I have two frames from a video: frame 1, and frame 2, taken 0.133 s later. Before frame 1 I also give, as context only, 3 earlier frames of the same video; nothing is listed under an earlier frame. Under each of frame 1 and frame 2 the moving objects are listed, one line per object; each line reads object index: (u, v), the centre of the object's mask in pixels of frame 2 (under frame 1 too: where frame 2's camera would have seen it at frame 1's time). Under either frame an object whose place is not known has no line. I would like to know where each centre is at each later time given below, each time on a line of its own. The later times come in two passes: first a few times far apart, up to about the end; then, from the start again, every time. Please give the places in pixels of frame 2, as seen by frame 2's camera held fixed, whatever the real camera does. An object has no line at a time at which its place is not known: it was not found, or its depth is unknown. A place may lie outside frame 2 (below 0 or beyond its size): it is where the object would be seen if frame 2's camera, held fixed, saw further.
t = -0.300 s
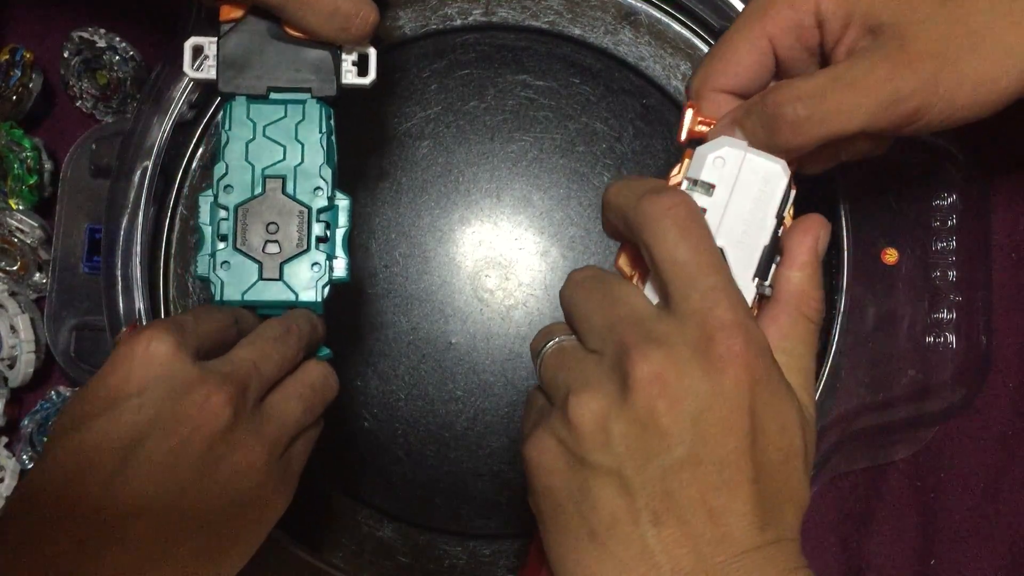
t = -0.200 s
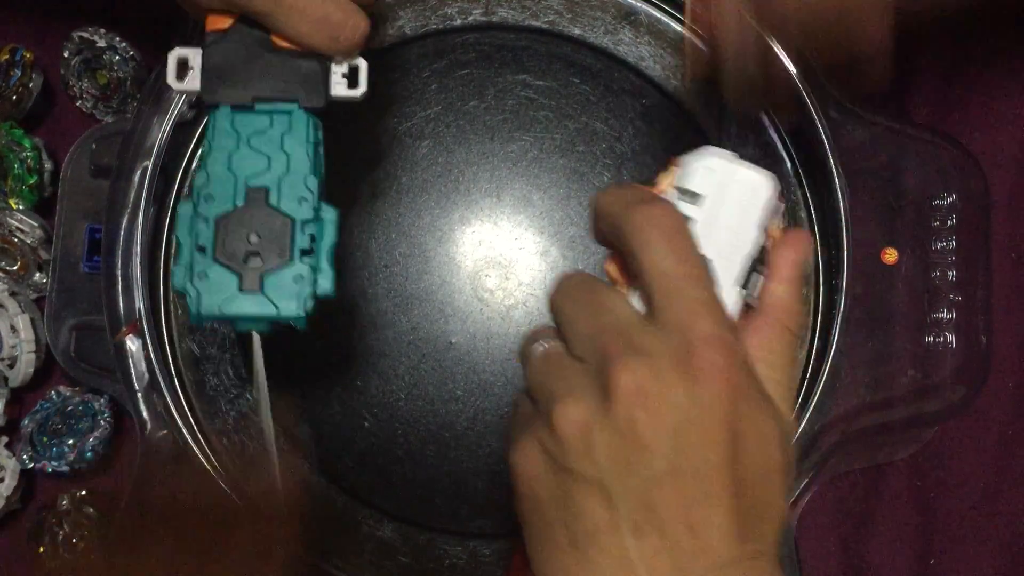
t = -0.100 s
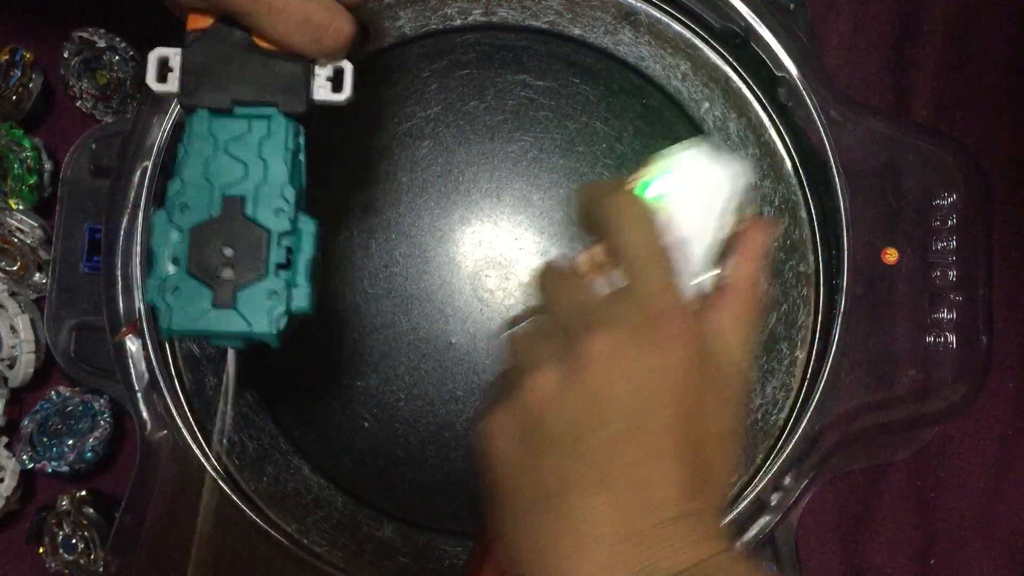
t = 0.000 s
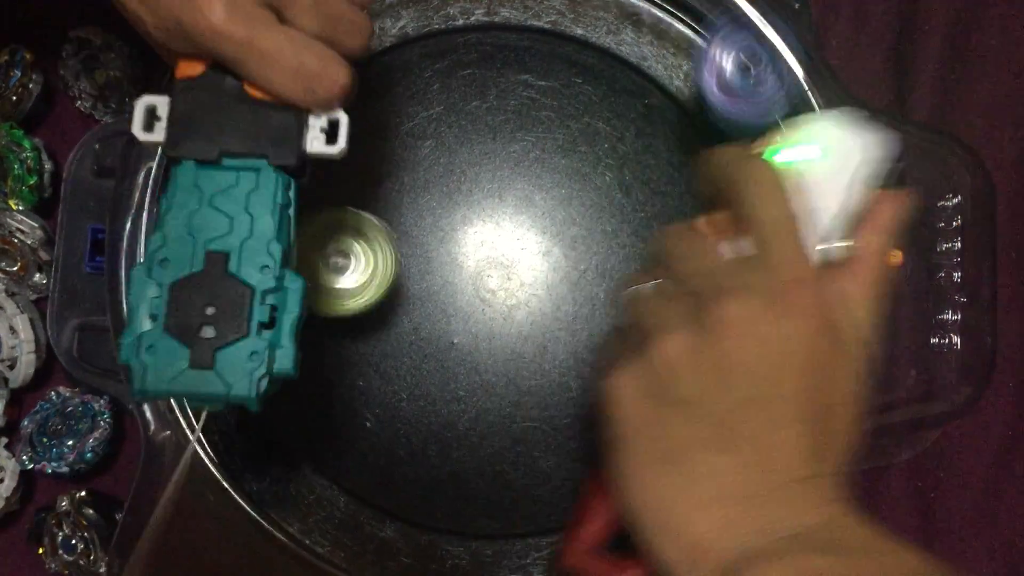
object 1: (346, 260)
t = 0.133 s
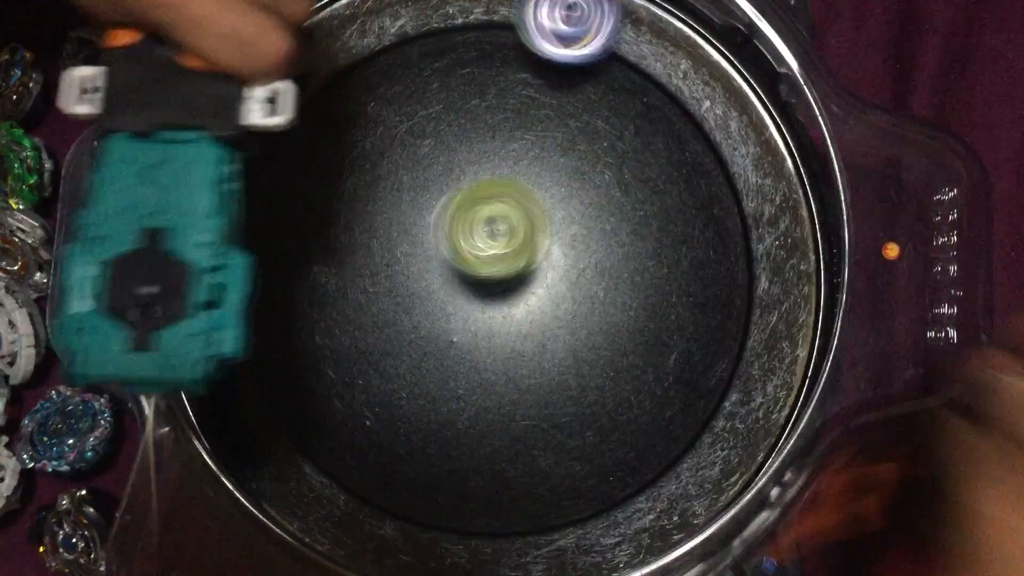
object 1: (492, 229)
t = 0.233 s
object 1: (587, 206)
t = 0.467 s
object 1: (578, 172)
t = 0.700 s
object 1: (419, 217)
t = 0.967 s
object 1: (468, 272)
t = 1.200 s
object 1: (515, 279)
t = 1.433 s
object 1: (504, 244)
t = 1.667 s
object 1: (508, 257)
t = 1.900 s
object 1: (509, 272)
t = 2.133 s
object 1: (451, 186)
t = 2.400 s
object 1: (399, 228)
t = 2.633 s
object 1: (368, 316)
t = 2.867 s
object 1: (412, 336)
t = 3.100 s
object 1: (438, 350)
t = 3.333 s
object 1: (488, 327)
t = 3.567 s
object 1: (510, 398)
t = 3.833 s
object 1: (637, 459)
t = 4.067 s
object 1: (625, 283)
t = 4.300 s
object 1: (569, 192)
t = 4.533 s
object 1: (454, 244)
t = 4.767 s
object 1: (452, 301)
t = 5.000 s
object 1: (497, 303)
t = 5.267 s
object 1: (382, 295)
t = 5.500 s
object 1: (439, 289)
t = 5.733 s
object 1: (431, 288)
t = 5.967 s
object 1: (434, 243)
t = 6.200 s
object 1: (465, 234)
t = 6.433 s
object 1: (436, 136)
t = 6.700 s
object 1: (420, 157)
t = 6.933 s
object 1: (479, 224)
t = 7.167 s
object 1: (542, 255)
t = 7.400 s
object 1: (566, 276)
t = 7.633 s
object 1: (561, 307)
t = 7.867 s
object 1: (505, 318)
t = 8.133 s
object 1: (467, 293)
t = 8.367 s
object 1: (471, 268)
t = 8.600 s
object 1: (479, 248)
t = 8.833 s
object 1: (495, 254)
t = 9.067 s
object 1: (503, 261)
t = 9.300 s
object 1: (500, 273)
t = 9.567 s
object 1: (515, 257)
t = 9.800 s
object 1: (500, 256)
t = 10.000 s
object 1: (541, 263)
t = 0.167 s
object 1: (537, 229)
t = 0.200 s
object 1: (563, 216)
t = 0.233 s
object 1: (587, 206)
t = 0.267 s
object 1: (606, 198)
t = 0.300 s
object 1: (620, 193)
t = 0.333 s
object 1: (627, 189)
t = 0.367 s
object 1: (626, 184)
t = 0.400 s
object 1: (617, 180)
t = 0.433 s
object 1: (601, 175)
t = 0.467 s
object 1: (578, 172)
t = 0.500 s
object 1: (552, 171)
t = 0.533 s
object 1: (524, 174)
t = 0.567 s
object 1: (496, 180)
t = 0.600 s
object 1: (470, 188)
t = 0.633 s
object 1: (449, 197)
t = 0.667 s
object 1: (431, 207)
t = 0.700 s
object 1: (419, 217)
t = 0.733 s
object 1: (412, 228)
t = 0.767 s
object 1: (409, 237)
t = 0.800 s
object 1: (412, 244)
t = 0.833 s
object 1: (418, 252)
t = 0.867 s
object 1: (428, 258)
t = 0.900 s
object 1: (440, 264)
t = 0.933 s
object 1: (454, 268)
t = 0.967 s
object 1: (468, 272)
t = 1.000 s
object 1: (480, 275)
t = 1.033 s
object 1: (490, 278)
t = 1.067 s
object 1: (500, 280)
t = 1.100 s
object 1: (507, 281)
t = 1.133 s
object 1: (512, 282)
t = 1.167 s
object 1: (515, 282)
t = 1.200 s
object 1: (515, 279)
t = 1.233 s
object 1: (515, 274)
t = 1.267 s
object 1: (513, 268)
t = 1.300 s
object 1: (511, 262)
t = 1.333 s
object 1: (509, 256)
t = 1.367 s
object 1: (506, 250)
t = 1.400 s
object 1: (505, 246)
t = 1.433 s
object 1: (504, 244)
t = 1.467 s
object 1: (504, 243)
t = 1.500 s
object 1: (503, 244)
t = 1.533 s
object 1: (504, 245)
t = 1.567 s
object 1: (505, 248)
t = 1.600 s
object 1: (506, 251)
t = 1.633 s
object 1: (507, 254)
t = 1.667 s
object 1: (508, 257)
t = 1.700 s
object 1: (509, 261)
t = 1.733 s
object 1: (510, 264)
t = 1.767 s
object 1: (511, 266)
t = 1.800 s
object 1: (511, 268)
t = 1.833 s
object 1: (511, 270)
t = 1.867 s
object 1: (510, 271)
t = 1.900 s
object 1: (509, 272)
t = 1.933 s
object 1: (508, 271)
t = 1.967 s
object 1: (507, 270)
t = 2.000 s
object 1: (507, 269)
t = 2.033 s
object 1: (502, 258)
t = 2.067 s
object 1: (485, 227)
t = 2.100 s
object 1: (467, 205)
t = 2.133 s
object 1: (451, 186)
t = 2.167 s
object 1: (438, 175)
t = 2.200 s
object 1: (427, 170)
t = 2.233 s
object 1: (416, 171)
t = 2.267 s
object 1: (406, 176)
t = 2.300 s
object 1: (399, 185)
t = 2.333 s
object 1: (395, 198)
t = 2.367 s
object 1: (395, 212)
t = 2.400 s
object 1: (399, 228)
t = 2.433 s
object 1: (404, 243)
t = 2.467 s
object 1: (411, 259)
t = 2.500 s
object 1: (418, 274)
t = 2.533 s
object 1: (406, 286)
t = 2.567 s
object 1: (389, 297)
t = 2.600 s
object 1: (376, 307)
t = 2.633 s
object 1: (368, 316)
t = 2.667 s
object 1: (365, 324)
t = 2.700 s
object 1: (366, 331)
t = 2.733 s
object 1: (371, 336)
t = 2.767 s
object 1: (379, 338)
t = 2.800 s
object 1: (389, 340)
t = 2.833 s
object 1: (400, 340)
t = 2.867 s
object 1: (412, 336)
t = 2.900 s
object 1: (409, 341)
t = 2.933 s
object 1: (404, 352)
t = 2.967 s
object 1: (404, 358)
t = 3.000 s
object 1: (408, 361)
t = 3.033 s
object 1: (415, 359)
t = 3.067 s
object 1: (426, 356)
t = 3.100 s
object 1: (438, 350)
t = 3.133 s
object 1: (451, 342)
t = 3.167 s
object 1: (463, 334)
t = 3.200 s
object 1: (473, 327)
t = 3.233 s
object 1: (479, 324)
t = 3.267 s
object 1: (484, 327)
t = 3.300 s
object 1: (486, 328)
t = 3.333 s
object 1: (488, 327)
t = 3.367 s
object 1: (491, 327)
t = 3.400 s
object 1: (491, 324)
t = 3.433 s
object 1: (491, 321)
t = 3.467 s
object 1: (491, 317)
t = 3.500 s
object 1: (490, 312)
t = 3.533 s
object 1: (496, 353)
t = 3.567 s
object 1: (510, 398)
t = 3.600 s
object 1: (525, 433)
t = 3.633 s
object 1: (538, 461)
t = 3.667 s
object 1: (553, 481)
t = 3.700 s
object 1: (567, 492)
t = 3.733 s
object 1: (584, 494)
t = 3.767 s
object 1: (603, 489)
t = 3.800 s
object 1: (621, 477)
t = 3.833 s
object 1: (637, 459)
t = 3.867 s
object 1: (653, 436)
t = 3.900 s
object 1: (662, 411)
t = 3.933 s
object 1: (664, 385)
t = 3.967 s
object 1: (661, 357)
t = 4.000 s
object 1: (652, 330)
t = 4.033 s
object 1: (641, 306)
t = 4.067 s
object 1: (625, 283)
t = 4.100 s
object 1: (606, 262)
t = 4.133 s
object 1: (591, 243)
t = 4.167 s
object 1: (595, 224)
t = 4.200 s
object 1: (596, 208)
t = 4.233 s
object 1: (593, 199)
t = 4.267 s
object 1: (584, 194)
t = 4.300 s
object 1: (569, 192)
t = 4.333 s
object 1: (551, 194)
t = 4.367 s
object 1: (533, 199)
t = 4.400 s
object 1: (514, 205)
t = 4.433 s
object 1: (496, 214)
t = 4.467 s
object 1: (479, 224)
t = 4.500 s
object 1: (465, 233)
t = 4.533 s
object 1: (454, 244)
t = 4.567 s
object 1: (446, 255)
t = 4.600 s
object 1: (441, 265)
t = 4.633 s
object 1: (439, 275)
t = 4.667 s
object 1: (439, 283)
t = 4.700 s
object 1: (442, 290)
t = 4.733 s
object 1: (446, 296)
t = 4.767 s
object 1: (452, 301)
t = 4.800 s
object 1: (459, 305)
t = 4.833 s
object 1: (466, 308)
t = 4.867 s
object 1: (473, 310)
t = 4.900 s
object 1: (480, 310)
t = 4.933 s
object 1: (486, 308)
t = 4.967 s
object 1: (493, 306)
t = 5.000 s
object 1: (497, 303)
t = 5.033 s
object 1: (470, 304)
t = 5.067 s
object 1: (440, 303)
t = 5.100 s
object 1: (417, 305)
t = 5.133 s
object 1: (402, 304)
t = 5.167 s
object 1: (390, 302)
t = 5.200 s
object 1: (383, 300)
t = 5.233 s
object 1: (381, 298)
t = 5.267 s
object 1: (382, 295)
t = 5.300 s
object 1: (386, 293)
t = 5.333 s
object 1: (393, 292)
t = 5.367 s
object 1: (401, 291)
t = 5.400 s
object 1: (409, 291)
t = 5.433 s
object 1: (418, 291)
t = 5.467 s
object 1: (427, 289)
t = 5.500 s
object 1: (439, 289)
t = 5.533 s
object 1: (448, 286)
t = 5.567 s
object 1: (447, 288)
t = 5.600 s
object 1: (443, 290)
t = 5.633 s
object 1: (437, 290)
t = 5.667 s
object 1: (433, 291)
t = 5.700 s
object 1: (431, 290)
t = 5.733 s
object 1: (431, 288)
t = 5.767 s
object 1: (433, 285)
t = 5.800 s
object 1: (437, 283)
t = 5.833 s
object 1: (440, 279)
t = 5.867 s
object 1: (444, 274)
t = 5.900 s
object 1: (438, 263)
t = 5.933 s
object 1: (435, 252)
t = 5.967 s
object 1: (434, 243)
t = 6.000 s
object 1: (435, 237)
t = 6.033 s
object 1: (438, 233)
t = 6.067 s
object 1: (442, 231)
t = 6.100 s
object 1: (448, 231)
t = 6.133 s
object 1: (452, 231)
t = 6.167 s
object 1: (459, 232)
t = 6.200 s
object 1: (465, 234)
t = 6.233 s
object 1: (471, 236)
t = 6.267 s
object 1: (476, 239)
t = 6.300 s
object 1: (480, 239)
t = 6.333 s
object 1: (468, 206)
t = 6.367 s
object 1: (452, 173)
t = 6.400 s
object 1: (443, 151)
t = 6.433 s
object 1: (436, 136)
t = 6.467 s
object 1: (430, 129)
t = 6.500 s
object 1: (423, 126)
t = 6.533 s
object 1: (417, 125)
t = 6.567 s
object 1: (413, 125)
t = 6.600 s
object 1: (412, 129)
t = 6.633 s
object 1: (413, 136)
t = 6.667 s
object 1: (416, 145)
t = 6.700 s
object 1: (420, 157)
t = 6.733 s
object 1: (425, 169)
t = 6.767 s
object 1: (433, 182)
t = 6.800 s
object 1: (442, 195)
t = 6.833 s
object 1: (450, 203)
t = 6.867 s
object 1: (459, 211)
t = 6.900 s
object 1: (469, 218)
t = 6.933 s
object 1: (479, 224)
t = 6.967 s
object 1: (490, 229)
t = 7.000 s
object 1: (500, 234)
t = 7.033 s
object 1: (509, 238)
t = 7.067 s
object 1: (521, 243)
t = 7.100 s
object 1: (530, 248)
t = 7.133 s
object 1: (536, 251)
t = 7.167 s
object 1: (542, 255)
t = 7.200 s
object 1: (549, 260)
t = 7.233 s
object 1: (554, 264)
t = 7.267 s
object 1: (556, 267)
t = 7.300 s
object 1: (560, 270)
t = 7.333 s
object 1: (563, 272)
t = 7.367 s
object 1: (564, 274)
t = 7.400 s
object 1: (566, 276)
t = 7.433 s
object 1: (568, 279)
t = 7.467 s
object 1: (569, 283)
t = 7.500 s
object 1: (568, 288)
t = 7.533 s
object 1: (567, 293)
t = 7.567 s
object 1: (567, 297)
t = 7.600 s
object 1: (565, 303)
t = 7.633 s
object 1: (561, 307)
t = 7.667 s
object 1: (555, 311)
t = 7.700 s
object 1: (549, 314)
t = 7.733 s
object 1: (542, 317)
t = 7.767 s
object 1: (533, 319)
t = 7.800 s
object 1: (524, 320)
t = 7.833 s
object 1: (514, 319)
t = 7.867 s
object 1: (505, 318)
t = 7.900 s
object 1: (497, 316)
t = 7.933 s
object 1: (489, 313)
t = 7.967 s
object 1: (483, 310)
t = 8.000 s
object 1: (477, 307)
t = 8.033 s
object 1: (473, 304)
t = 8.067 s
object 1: (470, 301)
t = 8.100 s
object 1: (468, 297)
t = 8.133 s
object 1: (467, 293)
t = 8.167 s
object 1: (467, 288)
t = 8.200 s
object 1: (469, 285)
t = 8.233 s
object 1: (470, 282)
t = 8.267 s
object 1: (471, 278)
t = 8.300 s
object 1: (471, 274)
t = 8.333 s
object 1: (471, 271)
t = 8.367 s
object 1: (471, 268)
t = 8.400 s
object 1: (471, 264)
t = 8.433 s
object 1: (471, 260)
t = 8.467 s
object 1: (472, 257)
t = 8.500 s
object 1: (473, 253)
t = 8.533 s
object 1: (474, 251)
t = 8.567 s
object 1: (476, 249)
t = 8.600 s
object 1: (479, 248)
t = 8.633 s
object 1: (482, 247)
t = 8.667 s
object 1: (484, 247)
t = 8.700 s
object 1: (487, 248)
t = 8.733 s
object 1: (490, 249)
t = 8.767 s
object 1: (492, 251)
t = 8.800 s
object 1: (494, 252)
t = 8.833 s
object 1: (495, 254)
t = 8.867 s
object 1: (496, 256)
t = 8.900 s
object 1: (497, 258)
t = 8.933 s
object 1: (498, 260)
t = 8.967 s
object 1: (499, 261)
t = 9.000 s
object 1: (500, 260)
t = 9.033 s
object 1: (501, 260)
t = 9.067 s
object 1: (503, 261)
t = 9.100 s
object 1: (503, 263)
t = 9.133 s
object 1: (504, 264)
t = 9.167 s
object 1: (504, 266)
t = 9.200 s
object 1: (503, 268)
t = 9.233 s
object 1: (503, 269)
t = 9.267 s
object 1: (501, 271)
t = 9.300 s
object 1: (500, 273)
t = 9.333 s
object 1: (504, 272)
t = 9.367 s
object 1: (510, 267)
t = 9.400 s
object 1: (514, 263)
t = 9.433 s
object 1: (516, 261)
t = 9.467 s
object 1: (517, 260)
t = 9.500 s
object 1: (517, 259)
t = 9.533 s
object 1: (516, 258)
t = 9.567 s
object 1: (515, 257)
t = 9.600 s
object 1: (514, 255)
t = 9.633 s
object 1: (512, 255)
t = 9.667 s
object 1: (510, 255)
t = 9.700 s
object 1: (507, 255)
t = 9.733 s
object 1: (505, 255)
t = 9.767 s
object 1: (502, 255)
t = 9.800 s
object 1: (500, 256)
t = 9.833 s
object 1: (499, 256)
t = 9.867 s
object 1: (498, 256)
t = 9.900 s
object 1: (500, 256)
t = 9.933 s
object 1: (518, 259)
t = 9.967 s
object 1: (532, 261)
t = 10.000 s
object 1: (541, 263)
